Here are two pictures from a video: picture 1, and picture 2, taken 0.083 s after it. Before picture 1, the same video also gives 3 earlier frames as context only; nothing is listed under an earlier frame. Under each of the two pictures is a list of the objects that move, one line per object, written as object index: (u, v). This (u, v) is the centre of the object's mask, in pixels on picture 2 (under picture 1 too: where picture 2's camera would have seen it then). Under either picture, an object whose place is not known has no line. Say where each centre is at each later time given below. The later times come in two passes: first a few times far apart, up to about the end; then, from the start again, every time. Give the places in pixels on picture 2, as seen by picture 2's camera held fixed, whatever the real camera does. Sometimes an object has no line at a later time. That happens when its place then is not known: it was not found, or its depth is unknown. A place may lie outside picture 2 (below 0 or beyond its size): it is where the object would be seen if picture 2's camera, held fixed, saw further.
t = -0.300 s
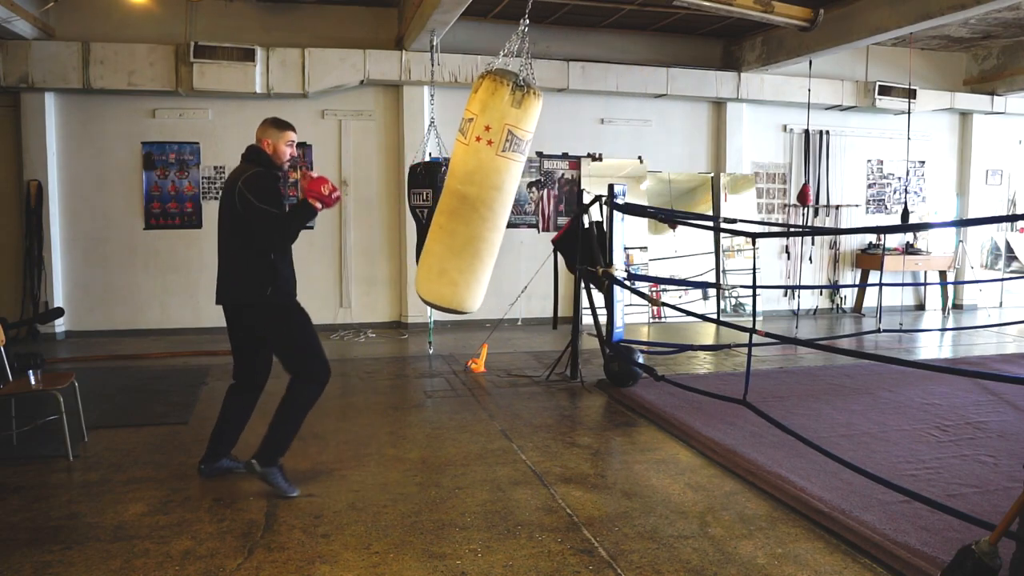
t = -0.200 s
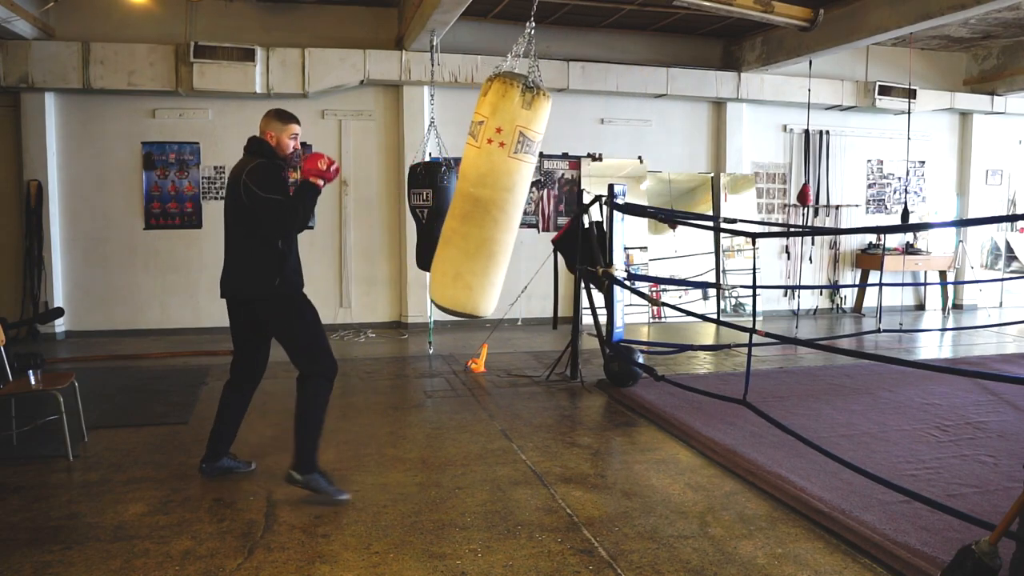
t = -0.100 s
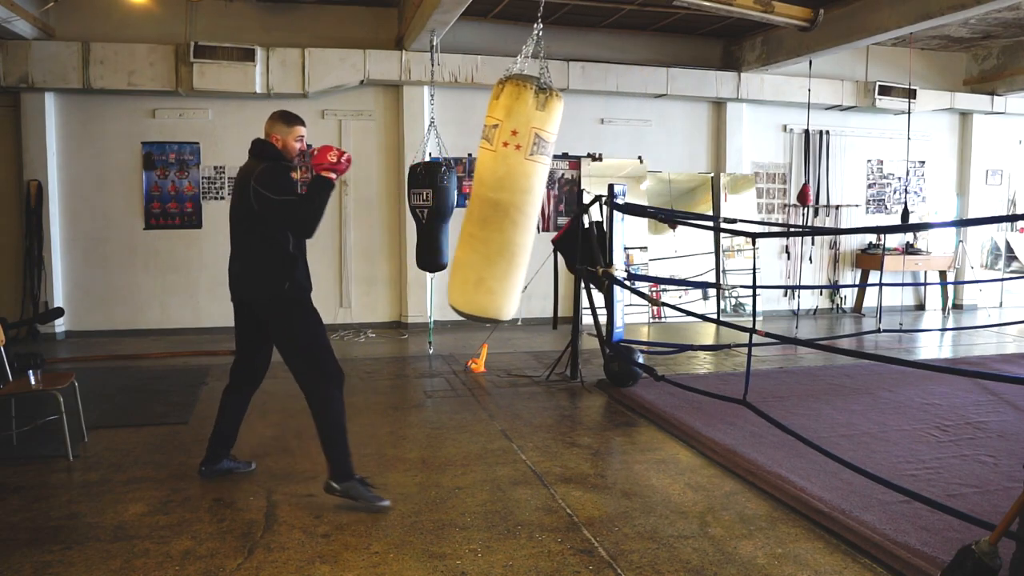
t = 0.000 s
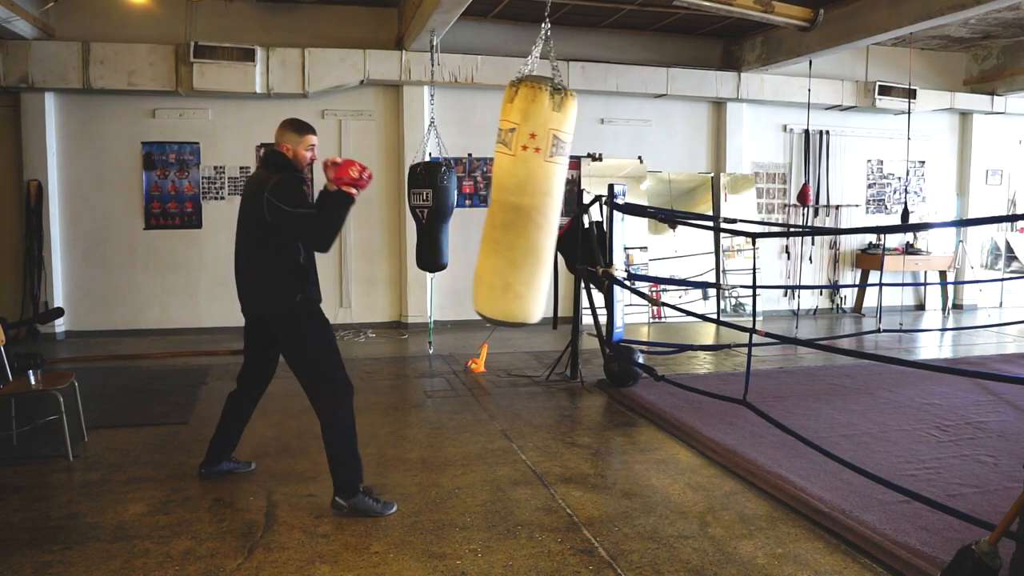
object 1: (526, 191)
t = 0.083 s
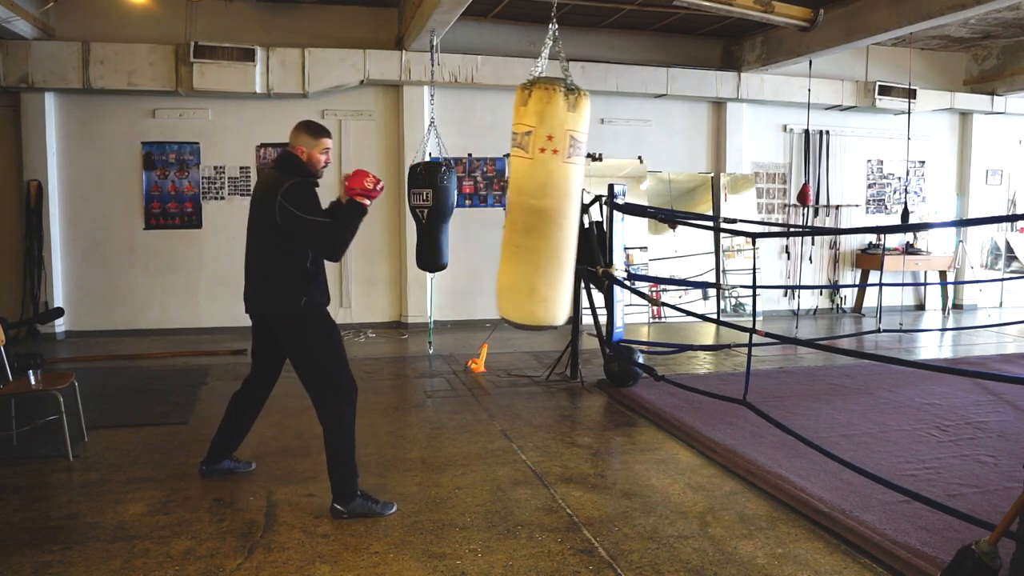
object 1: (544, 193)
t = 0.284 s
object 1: (589, 193)
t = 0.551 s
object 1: (639, 183)
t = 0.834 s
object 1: (659, 178)
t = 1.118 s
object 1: (634, 184)
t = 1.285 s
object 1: (604, 190)
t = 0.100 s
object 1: (547, 193)
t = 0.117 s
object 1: (551, 193)
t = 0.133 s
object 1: (555, 193)
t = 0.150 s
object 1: (558, 193)
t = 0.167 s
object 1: (562, 194)
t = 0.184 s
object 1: (566, 194)
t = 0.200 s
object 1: (570, 193)
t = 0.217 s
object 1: (574, 193)
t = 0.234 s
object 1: (577, 193)
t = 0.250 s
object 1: (581, 192)
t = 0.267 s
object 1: (585, 192)
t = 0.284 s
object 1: (589, 193)
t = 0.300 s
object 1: (592, 192)
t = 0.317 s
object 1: (596, 191)
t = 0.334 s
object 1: (600, 191)
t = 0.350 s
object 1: (604, 192)
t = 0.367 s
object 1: (607, 191)
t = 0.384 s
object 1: (611, 190)
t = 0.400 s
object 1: (614, 190)
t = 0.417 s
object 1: (617, 188)
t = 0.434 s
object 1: (621, 188)
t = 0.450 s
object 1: (624, 188)
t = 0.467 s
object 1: (627, 187)
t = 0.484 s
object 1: (629, 186)
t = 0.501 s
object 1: (632, 185)
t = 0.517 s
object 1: (634, 184)
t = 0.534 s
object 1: (637, 183)
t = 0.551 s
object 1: (639, 183)
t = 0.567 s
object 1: (641, 182)
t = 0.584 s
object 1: (644, 182)
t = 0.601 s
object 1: (645, 181)
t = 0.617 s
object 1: (647, 181)
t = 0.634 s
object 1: (649, 181)
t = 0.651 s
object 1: (651, 181)
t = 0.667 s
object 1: (653, 181)
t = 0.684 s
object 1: (654, 181)
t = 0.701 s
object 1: (655, 181)
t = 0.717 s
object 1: (656, 180)
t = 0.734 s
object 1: (657, 180)
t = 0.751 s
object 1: (658, 180)
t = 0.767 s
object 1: (658, 179)
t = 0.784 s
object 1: (659, 179)
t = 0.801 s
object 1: (659, 179)
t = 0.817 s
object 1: (659, 179)
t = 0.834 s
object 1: (659, 178)
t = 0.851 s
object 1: (658, 178)
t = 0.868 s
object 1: (658, 178)
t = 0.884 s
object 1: (658, 178)
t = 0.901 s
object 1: (657, 178)
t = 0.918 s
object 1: (656, 178)
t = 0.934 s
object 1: (655, 179)
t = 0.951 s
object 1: (654, 179)
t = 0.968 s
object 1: (653, 180)
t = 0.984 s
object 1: (651, 180)
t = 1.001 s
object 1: (649, 180)
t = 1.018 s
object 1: (648, 181)
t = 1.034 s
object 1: (646, 181)
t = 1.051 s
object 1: (644, 182)
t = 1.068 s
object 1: (642, 183)
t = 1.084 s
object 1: (639, 183)
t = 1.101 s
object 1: (637, 184)
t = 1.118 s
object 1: (634, 184)
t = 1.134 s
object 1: (632, 185)
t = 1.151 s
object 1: (629, 186)
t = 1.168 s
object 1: (626, 187)
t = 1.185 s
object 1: (623, 187)
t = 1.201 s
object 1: (620, 187)
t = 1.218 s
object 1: (617, 188)
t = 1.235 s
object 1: (614, 188)
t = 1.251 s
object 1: (611, 189)
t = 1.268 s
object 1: (607, 189)
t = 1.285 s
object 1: (604, 190)
